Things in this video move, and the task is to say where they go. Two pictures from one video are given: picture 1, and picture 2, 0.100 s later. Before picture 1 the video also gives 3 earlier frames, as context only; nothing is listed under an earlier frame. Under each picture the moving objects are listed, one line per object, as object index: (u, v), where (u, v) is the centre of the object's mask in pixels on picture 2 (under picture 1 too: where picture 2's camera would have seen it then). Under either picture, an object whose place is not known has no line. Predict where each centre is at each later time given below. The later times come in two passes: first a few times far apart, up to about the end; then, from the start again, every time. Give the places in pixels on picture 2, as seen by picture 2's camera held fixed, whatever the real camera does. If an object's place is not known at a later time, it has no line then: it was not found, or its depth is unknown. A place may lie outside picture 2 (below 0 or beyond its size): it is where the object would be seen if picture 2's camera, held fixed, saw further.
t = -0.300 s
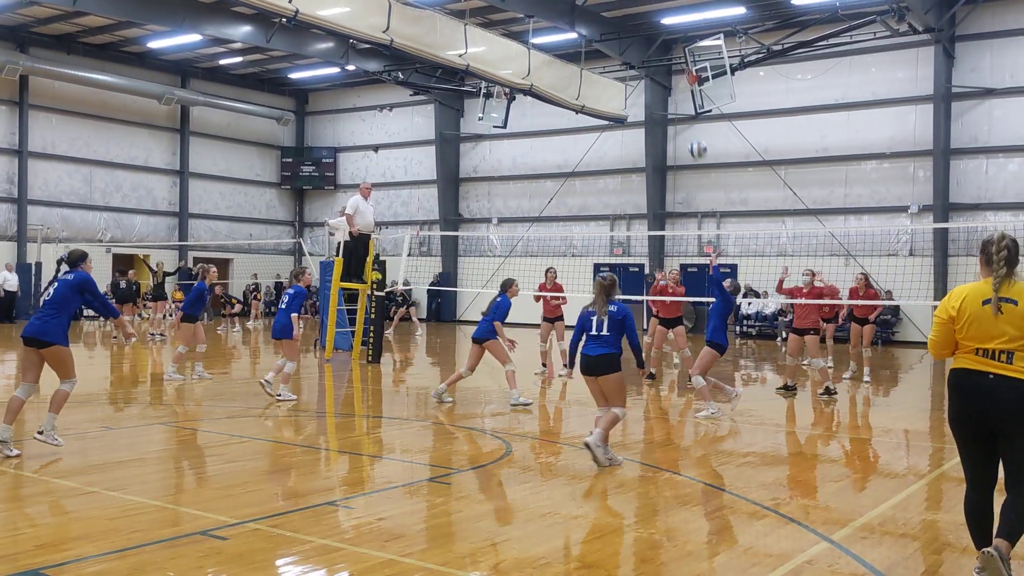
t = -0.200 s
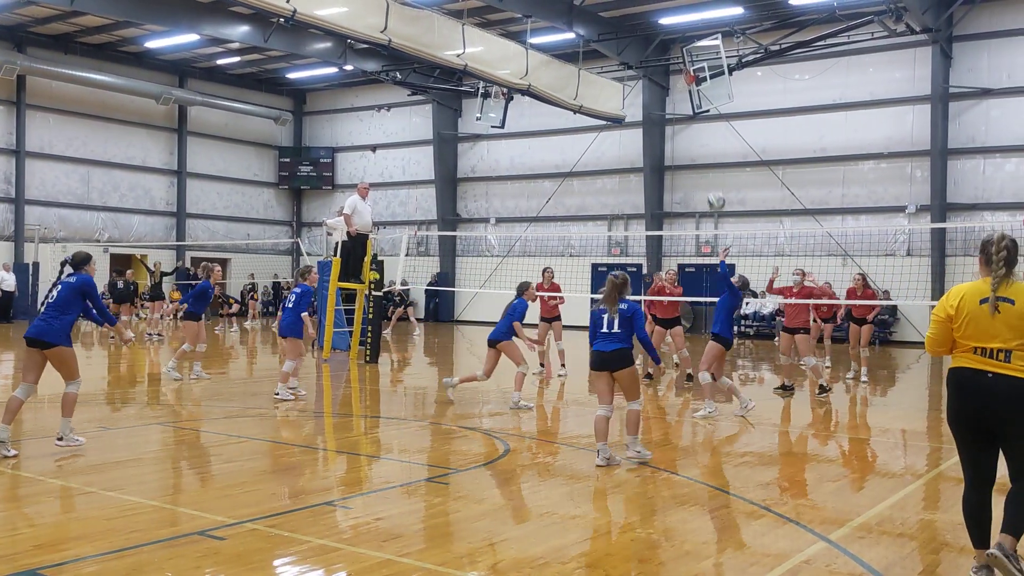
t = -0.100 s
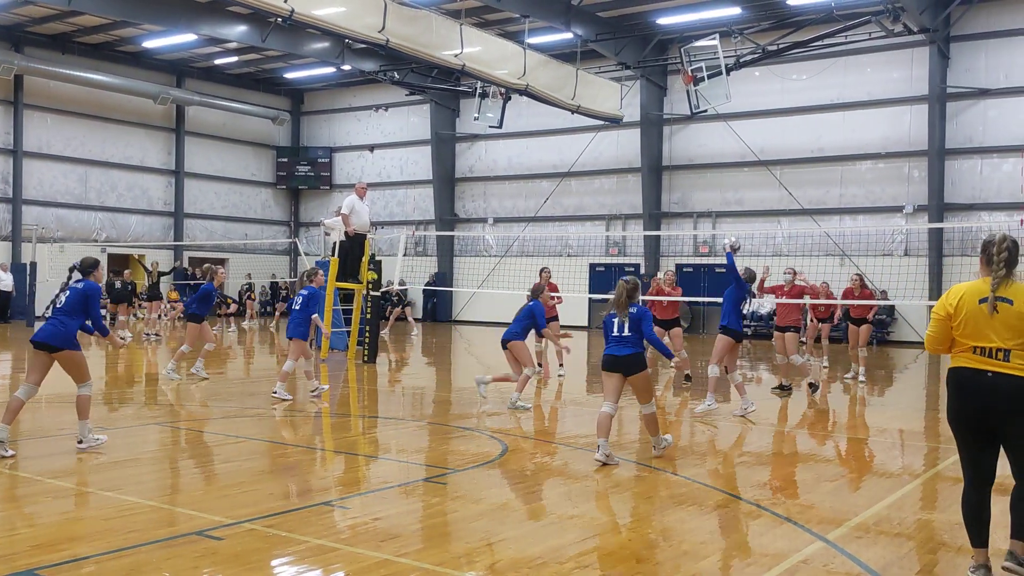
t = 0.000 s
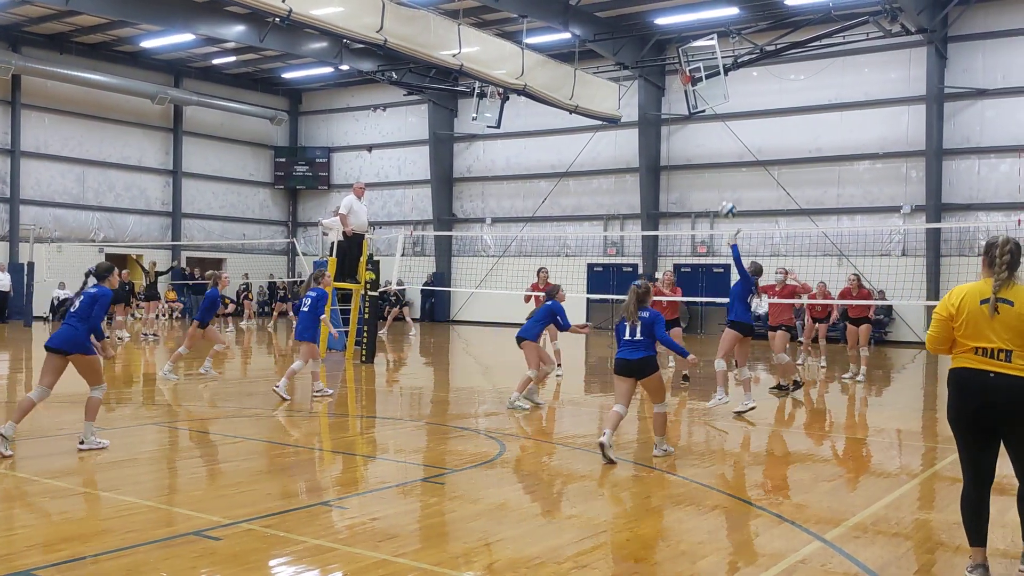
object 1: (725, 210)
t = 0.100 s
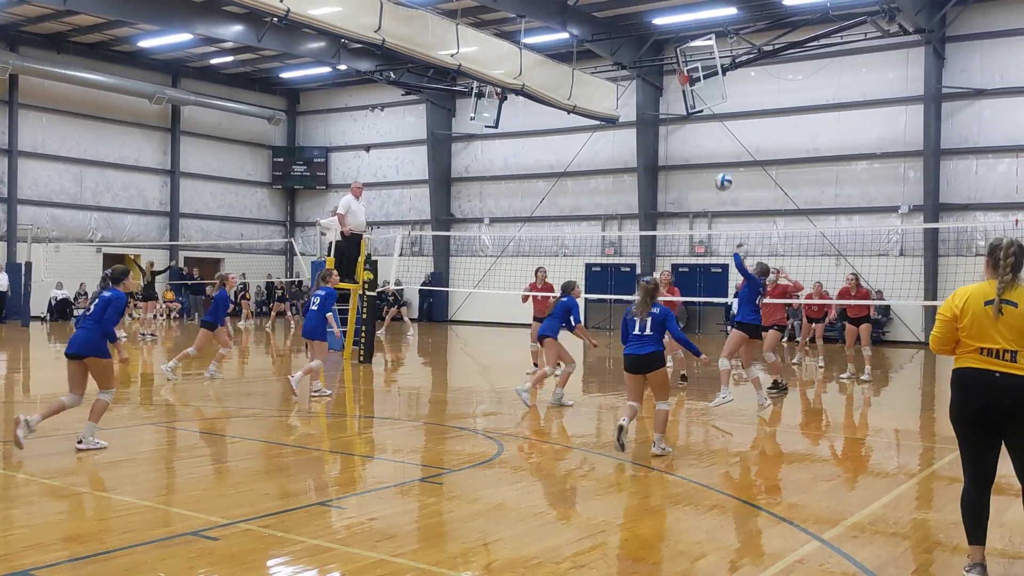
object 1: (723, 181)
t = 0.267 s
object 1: (719, 155)
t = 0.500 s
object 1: (712, 156)
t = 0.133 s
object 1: (722, 174)
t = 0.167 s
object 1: (721, 168)
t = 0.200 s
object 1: (720, 162)
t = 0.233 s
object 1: (719, 158)
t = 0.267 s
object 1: (719, 155)
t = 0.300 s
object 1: (718, 152)
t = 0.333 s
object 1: (717, 150)
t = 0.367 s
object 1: (716, 149)
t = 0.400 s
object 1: (715, 150)
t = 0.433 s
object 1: (714, 151)
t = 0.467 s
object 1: (713, 153)
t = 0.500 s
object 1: (712, 156)
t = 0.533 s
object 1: (711, 159)
